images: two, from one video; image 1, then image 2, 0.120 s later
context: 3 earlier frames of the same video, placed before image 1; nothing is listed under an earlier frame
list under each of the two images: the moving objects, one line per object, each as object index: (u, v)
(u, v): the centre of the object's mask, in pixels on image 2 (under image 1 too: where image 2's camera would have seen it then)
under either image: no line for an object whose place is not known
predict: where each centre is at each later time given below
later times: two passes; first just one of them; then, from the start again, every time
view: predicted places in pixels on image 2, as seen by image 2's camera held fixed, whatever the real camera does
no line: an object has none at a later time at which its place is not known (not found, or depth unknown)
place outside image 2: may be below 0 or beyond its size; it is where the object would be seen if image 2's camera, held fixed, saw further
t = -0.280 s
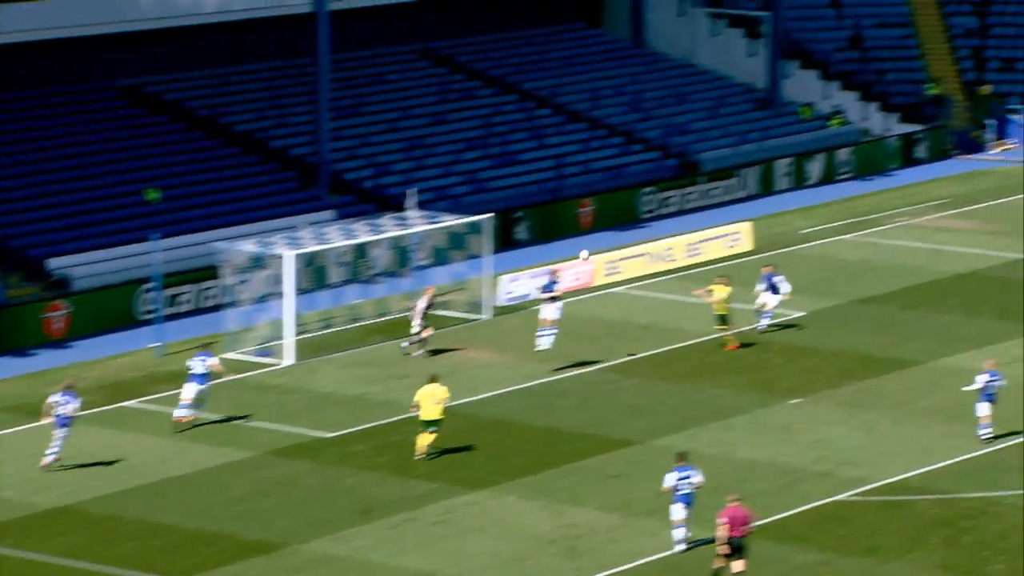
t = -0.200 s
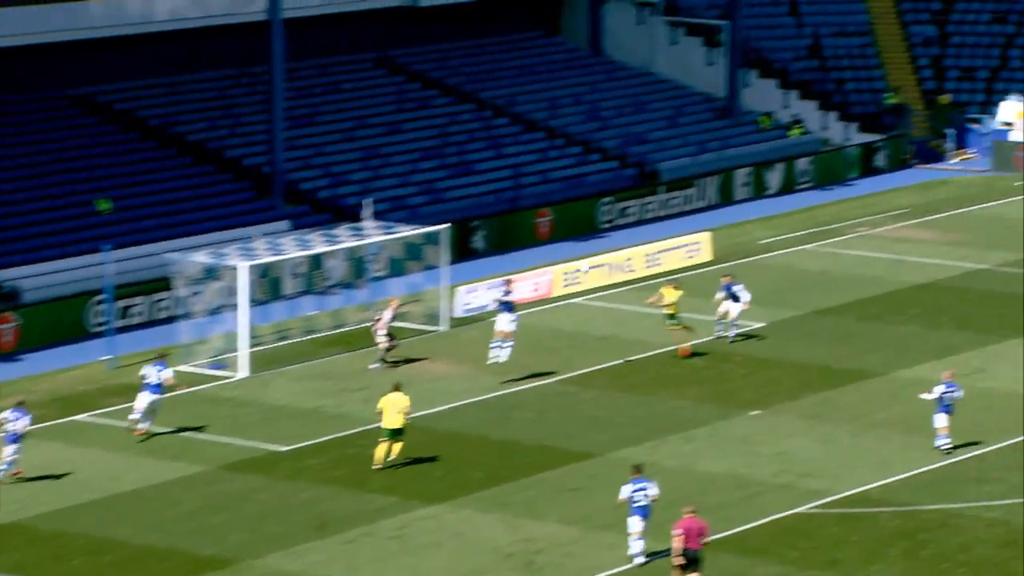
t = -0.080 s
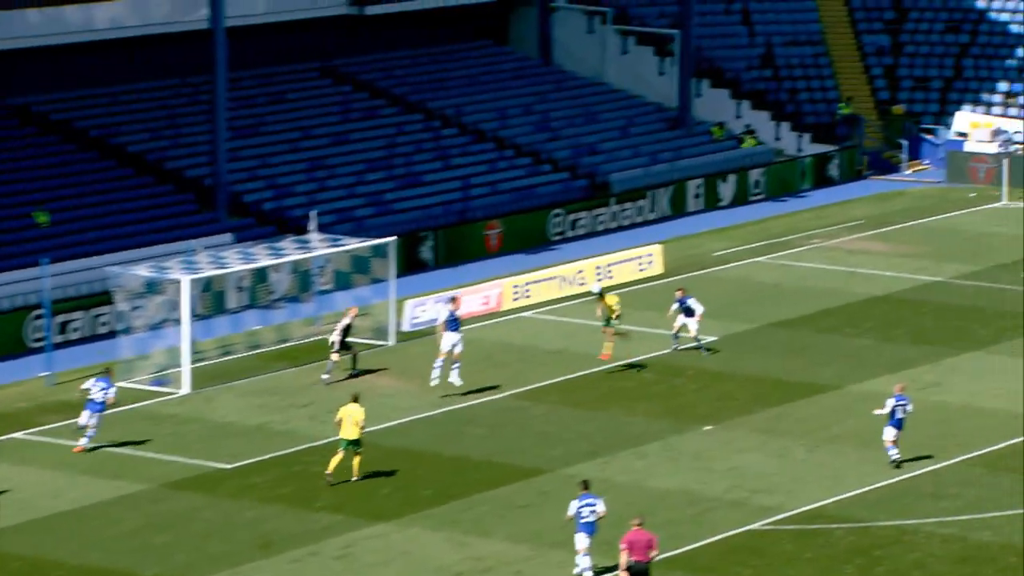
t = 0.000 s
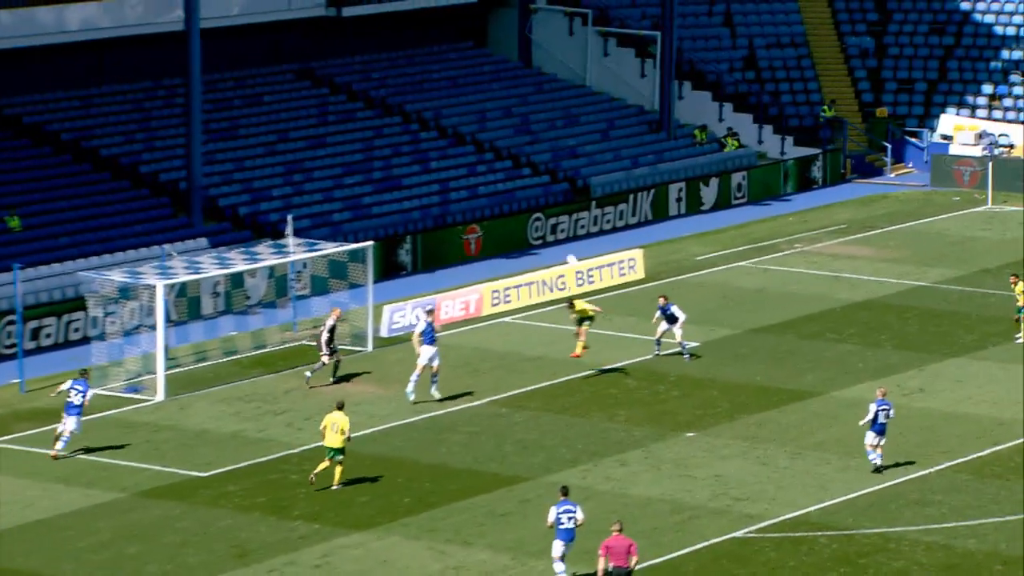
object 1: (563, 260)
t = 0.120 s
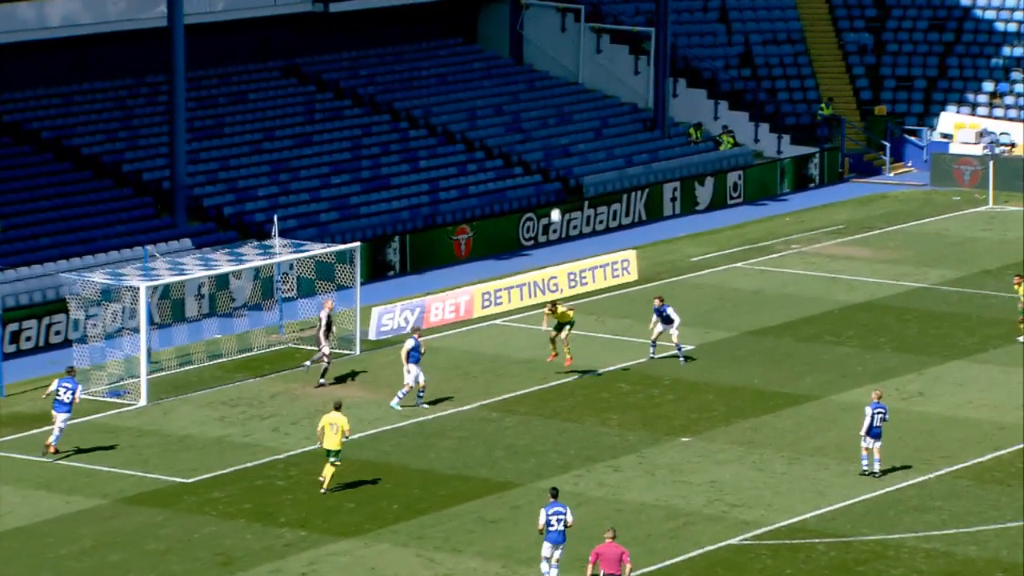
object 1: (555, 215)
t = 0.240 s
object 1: (548, 175)
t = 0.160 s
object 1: (553, 200)
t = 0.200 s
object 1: (550, 187)
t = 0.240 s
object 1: (548, 175)
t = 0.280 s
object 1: (546, 162)
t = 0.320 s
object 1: (544, 151)
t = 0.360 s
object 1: (542, 139)
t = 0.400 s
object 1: (541, 130)
